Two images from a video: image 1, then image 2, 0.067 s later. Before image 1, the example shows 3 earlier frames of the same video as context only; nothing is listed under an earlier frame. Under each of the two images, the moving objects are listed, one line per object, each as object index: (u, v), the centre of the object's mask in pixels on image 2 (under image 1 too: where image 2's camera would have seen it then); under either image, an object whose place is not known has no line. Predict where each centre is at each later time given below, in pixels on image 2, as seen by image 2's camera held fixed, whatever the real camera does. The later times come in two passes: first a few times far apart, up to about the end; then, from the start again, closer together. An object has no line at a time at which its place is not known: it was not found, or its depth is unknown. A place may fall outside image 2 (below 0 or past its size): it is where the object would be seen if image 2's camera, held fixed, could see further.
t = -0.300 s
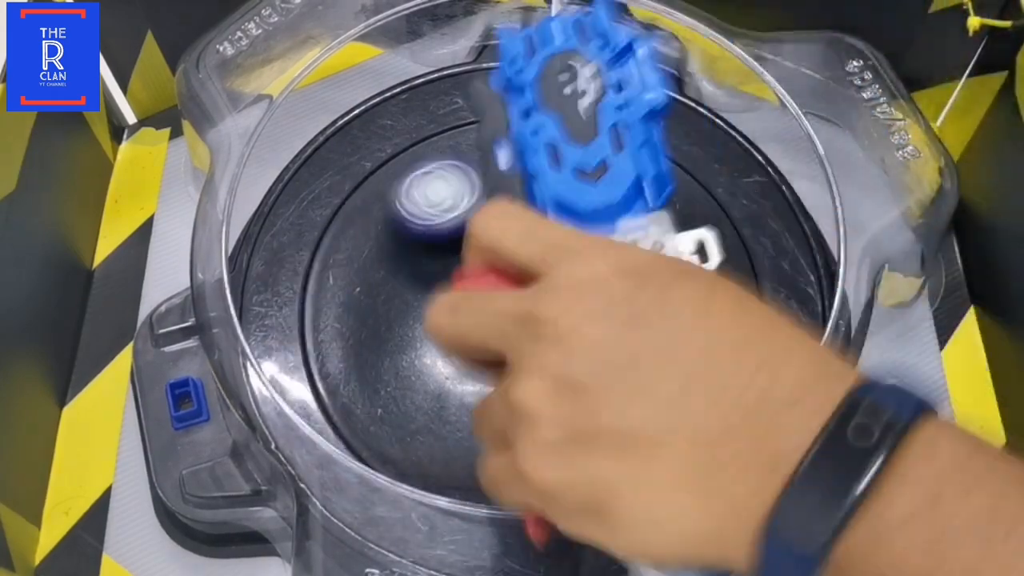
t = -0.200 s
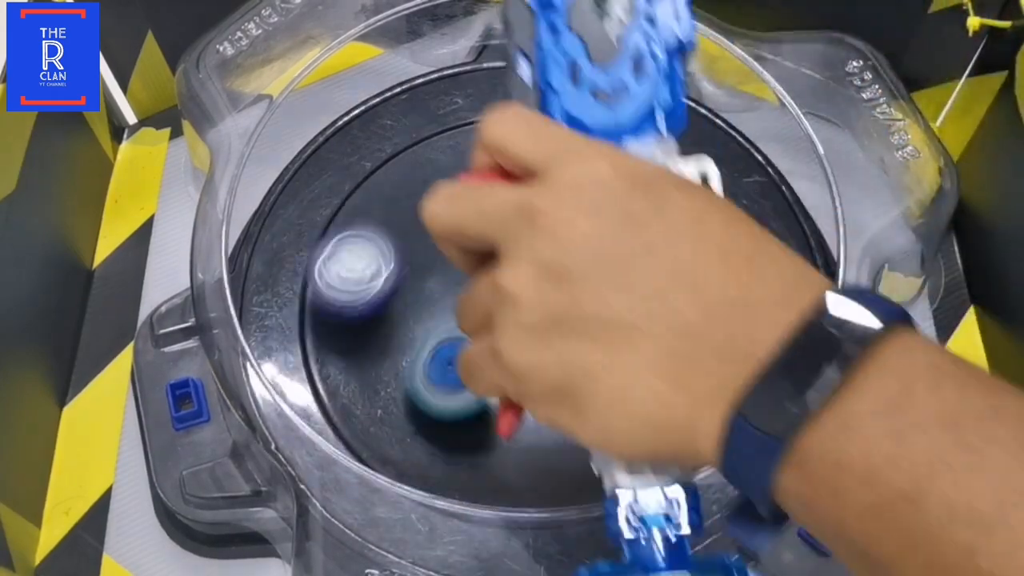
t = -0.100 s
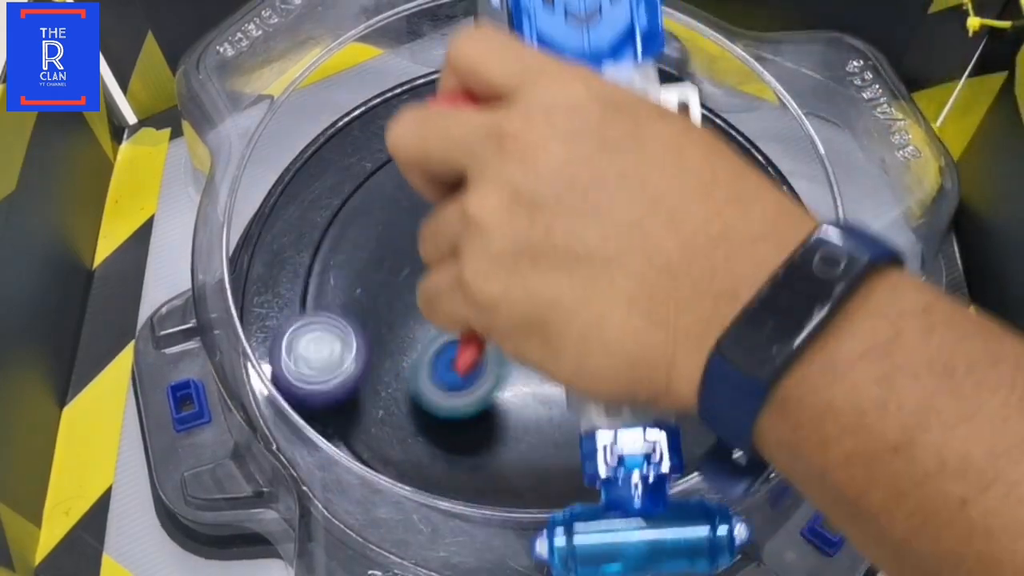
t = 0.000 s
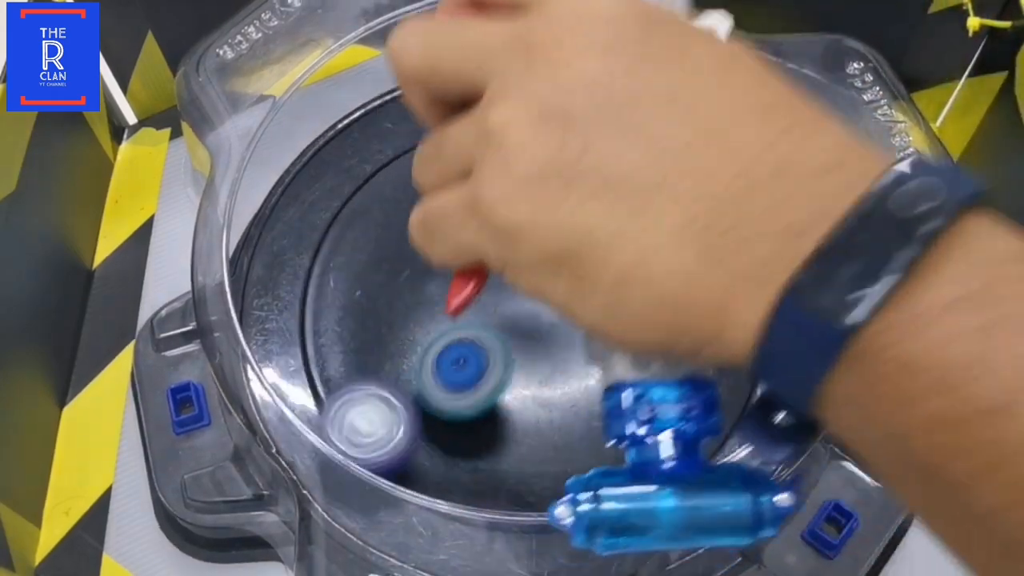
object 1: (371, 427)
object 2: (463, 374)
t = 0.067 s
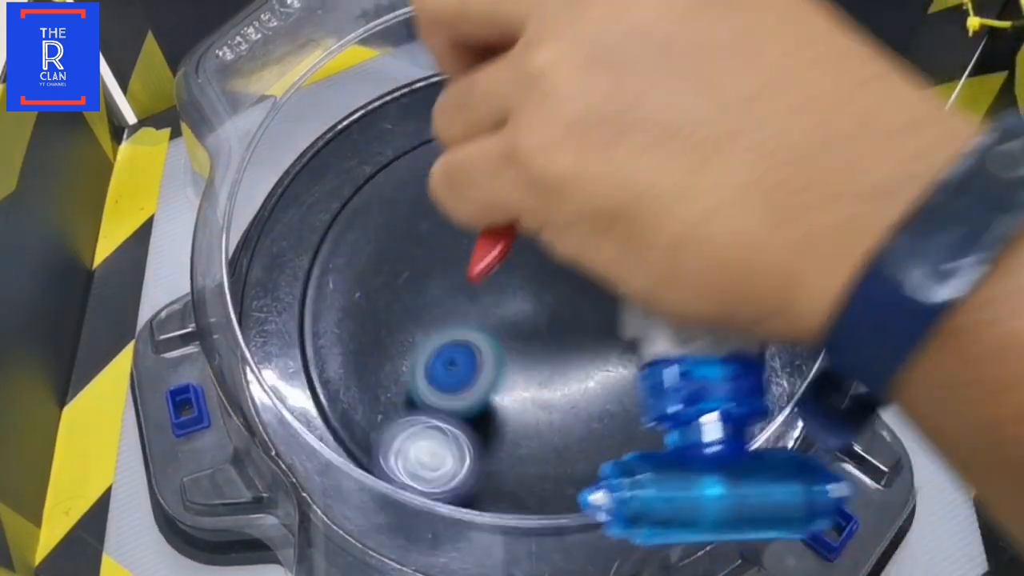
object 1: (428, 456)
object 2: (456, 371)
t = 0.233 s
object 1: (592, 429)
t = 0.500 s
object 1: (606, 218)
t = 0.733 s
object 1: (458, 181)
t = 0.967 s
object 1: (379, 283)
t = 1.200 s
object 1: (369, 225)
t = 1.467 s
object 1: (445, 235)
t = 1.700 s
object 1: (565, 237)
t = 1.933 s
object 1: (635, 221)
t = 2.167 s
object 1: (636, 218)
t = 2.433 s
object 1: (590, 343)
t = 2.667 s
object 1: (694, 387)
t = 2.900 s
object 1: (630, 324)
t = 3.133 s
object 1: (495, 326)
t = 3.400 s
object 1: (398, 378)
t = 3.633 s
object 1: (345, 375)
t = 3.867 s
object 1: (335, 301)
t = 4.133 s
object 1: (414, 231)
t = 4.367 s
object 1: (414, 154)
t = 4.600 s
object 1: (431, 186)
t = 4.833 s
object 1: (521, 236)
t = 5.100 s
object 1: (625, 288)
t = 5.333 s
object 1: (666, 336)
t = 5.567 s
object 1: (629, 378)
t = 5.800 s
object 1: (569, 407)
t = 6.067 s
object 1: (465, 375)
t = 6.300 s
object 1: (422, 324)
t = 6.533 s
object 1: (439, 260)
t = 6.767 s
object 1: (492, 218)
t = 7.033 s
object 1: (580, 218)
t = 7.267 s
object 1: (630, 243)
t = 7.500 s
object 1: (633, 284)
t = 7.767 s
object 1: (578, 357)
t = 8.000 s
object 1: (502, 385)
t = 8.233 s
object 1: (439, 374)
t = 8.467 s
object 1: (442, 319)
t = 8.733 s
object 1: (470, 246)
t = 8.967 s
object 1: (499, 223)
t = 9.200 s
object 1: (538, 231)
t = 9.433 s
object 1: (586, 254)
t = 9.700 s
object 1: (593, 281)
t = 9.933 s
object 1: (589, 314)
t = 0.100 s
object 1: (462, 464)
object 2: (465, 370)
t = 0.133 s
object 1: (498, 466)
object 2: (456, 367)
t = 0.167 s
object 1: (531, 462)
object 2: (460, 375)
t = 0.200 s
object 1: (564, 450)
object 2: (465, 368)
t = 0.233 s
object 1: (592, 429)
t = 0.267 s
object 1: (614, 404)
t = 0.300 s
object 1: (631, 375)
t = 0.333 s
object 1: (641, 346)
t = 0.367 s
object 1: (644, 312)
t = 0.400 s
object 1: (639, 283)
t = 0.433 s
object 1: (633, 259)
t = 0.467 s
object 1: (620, 236)
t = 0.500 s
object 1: (606, 218)
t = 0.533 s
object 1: (588, 201)
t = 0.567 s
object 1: (567, 190)
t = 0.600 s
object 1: (547, 181)
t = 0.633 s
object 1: (525, 175)
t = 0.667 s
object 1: (503, 174)
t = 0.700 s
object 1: (480, 174)
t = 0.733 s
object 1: (458, 181)
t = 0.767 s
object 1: (436, 191)
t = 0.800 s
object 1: (414, 208)
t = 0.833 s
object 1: (399, 232)
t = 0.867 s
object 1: (391, 256)
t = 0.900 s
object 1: (390, 288)
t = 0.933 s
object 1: (392, 301)
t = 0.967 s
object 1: (379, 283)
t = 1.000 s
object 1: (373, 267)
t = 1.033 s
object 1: (370, 256)
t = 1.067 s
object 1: (369, 247)
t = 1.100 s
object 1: (369, 241)
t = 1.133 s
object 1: (368, 237)
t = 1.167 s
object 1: (368, 231)
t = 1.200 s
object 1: (369, 225)
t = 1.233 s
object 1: (371, 219)
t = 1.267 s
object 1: (376, 214)
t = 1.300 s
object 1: (383, 211)
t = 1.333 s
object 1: (392, 212)
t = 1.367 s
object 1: (401, 215)
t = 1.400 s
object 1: (413, 222)
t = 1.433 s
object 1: (427, 229)
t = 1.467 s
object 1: (445, 235)
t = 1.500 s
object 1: (465, 239)
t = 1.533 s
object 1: (483, 240)
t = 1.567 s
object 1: (501, 240)
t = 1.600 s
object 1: (518, 239)
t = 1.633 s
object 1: (535, 239)
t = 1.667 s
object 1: (550, 238)
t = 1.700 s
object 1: (565, 237)
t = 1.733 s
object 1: (579, 236)
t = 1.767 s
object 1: (590, 234)
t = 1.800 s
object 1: (603, 232)
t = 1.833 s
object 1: (611, 229)
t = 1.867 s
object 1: (621, 227)
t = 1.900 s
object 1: (628, 224)
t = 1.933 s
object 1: (635, 221)
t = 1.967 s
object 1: (641, 218)
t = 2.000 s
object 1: (647, 215)
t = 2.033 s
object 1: (652, 211)
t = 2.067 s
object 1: (652, 209)
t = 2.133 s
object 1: (644, 213)
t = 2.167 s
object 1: (636, 218)
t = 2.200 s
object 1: (626, 229)
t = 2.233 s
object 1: (618, 241)
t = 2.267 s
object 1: (609, 258)
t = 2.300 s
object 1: (602, 275)
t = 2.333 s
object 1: (595, 293)
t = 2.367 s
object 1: (590, 310)
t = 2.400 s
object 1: (587, 327)
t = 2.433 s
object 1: (590, 343)
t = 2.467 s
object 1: (610, 359)
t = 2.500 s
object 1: (628, 372)
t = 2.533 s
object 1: (644, 383)
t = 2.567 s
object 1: (657, 388)
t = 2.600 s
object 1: (671, 390)
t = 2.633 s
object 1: (683, 390)
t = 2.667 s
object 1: (694, 387)
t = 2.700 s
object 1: (704, 380)
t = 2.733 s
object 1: (708, 369)
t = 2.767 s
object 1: (704, 357)
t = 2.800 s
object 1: (692, 345)
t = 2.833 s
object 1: (676, 336)
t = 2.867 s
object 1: (653, 329)
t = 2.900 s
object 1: (630, 324)
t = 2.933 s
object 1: (602, 322)
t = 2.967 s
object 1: (576, 322)
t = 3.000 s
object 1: (558, 321)
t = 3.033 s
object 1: (545, 320)
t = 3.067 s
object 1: (531, 320)
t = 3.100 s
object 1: (513, 324)
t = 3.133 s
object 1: (495, 326)
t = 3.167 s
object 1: (472, 329)
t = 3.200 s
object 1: (451, 334)
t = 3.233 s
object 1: (436, 337)
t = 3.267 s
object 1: (422, 343)
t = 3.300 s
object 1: (411, 348)
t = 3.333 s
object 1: (404, 357)
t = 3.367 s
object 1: (399, 366)
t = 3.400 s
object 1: (398, 378)
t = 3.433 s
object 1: (401, 388)
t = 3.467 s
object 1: (396, 392)
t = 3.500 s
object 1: (382, 392)
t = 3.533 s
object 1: (369, 389)
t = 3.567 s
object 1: (359, 384)
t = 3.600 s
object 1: (352, 380)
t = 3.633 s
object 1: (345, 375)
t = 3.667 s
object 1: (338, 368)
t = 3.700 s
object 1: (334, 359)
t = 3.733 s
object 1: (331, 350)
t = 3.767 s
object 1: (330, 339)
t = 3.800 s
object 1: (330, 327)
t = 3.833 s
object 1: (331, 314)
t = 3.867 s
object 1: (335, 301)
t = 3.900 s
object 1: (339, 288)
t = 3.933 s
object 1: (346, 276)
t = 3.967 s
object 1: (355, 264)
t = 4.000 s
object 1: (364, 254)
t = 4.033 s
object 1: (375, 244)
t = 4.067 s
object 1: (386, 238)
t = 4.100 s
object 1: (401, 233)
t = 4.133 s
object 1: (414, 231)
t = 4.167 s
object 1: (428, 229)
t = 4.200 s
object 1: (447, 226)
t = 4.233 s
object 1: (462, 223)
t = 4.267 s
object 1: (465, 212)
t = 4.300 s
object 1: (441, 187)
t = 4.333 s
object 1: (424, 167)
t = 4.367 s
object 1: (414, 154)
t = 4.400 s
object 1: (406, 146)
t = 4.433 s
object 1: (407, 150)
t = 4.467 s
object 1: (410, 156)
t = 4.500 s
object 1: (413, 163)
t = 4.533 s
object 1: (417, 169)
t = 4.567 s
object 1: (423, 176)
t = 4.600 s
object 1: (431, 186)
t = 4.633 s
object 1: (442, 200)
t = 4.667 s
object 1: (455, 213)
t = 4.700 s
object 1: (470, 225)
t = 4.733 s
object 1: (484, 232)
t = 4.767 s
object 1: (494, 230)
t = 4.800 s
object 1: (506, 232)
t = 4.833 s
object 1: (521, 236)
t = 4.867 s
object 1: (535, 242)
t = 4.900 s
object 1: (550, 249)
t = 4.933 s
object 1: (564, 255)
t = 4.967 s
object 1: (578, 262)
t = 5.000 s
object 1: (591, 269)
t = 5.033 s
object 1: (603, 275)
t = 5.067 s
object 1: (614, 282)
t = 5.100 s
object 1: (625, 288)
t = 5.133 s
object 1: (634, 295)
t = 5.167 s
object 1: (642, 302)
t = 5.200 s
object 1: (649, 308)
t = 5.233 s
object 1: (655, 314)
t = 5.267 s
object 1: (661, 322)
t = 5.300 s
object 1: (665, 330)
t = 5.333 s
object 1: (666, 336)
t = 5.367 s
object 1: (667, 343)
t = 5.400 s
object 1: (665, 349)
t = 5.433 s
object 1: (660, 354)
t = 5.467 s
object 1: (653, 357)
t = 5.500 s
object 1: (642, 361)
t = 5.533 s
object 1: (633, 368)
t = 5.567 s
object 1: (629, 378)
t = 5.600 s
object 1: (625, 386)
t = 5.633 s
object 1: (618, 394)
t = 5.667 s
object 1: (611, 400)
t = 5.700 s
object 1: (603, 404)
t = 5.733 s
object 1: (594, 406)
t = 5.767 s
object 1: (582, 407)
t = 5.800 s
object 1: (569, 407)
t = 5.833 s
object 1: (556, 407)
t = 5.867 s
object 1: (542, 405)
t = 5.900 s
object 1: (527, 403)
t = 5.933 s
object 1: (514, 399)
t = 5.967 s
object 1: (499, 394)
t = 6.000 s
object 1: (487, 389)
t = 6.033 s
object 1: (475, 382)
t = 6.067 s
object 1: (465, 375)
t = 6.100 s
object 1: (456, 369)
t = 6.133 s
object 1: (447, 363)
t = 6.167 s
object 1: (440, 358)
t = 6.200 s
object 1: (434, 350)
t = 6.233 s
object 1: (428, 341)
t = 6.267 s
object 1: (424, 333)
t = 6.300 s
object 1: (422, 324)
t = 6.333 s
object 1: (420, 313)
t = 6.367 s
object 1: (419, 304)
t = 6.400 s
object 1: (421, 295)
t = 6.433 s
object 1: (423, 286)
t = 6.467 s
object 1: (426, 276)
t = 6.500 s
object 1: (432, 268)
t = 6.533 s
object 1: (439, 260)
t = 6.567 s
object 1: (445, 252)
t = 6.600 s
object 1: (451, 245)
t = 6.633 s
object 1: (458, 238)
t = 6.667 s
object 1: (466, 232)
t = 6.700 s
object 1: (474, 227)
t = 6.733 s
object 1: (483, 222)
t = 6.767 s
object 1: (492, 218)
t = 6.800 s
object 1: (500, 216)
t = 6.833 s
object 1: (512, 213)
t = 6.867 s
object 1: (523, 212)
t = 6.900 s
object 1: (534, 212)
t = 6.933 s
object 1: (546, 212)
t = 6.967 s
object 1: (558, 212)
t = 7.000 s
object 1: (570, 215)
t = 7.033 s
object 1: (580, 218)
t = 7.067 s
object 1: (589, 220)
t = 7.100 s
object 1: (598, 224)
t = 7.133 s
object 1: (606, 227)
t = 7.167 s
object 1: (613, 232)
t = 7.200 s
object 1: (619, 236)
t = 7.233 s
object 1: (626, 240)
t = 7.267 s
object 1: (630, 243)
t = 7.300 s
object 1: (633, 246)
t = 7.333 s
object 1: (635, 251)
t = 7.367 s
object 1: (638, 257)
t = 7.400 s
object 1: (640, 262)
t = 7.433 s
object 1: (638, 268)
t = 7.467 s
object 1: (637, 277)
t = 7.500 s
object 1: (633, 284)
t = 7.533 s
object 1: (628, 293)
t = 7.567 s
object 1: (622, 303)
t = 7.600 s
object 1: (616, 314)
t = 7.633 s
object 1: (608, 323)
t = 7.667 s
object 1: (600, 333)
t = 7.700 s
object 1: (594, 343)
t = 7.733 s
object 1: (585, 350)
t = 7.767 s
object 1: (578, 357)
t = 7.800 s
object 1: (566, 365)
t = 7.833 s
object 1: (558, 371)
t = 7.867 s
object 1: (547, 376)
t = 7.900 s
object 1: (536, 380)
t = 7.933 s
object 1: (525, 383)
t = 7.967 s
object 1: (513, 385)
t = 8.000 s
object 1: (502, 385)
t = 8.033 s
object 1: (491, 384)
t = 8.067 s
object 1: (480, 383)
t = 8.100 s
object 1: (469, 382)
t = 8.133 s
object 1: (461, 380)
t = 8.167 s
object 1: (453, 377)
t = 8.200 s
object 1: (445, 376)
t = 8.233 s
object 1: (439, 374)
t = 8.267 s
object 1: (435, 368)
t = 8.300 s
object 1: (433, 363)
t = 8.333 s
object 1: (432, 355)
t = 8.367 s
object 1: (432, 348)
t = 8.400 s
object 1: (434, 339)
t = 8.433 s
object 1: (437, 331)
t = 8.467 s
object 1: (442, 319)
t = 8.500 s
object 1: (446, 310)
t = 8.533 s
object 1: (452, 299)
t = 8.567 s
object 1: (458, 290)
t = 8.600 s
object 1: (465, 279)
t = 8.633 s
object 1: (465, 270)
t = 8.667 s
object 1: (466, 261)
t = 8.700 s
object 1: (467, 253)
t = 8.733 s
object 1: (470, 246)
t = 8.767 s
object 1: (472, 239)
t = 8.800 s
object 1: (474, 233)
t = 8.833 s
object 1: (478, 229)
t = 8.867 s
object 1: (483, 226)
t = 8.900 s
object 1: (488, 223)
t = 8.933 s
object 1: (493, 222)
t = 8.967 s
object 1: (499, 223)
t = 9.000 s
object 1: (506, 226)
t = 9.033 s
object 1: (512, 226)
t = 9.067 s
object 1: (518, 227)
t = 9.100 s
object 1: (523, 226)
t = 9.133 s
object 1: (529, 227)
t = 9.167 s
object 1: (533, 227)
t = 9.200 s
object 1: (538, 231)
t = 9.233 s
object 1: (544, 234)
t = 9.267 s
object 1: (549, 239)
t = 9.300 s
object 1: (557, 245)
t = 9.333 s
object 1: (563, 251)
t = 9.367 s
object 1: (571, 252)
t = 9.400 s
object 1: (579, 253)
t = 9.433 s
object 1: (586, 254)
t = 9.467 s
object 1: (590, 256)
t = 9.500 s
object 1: (594, 257)
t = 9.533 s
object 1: (597, 261)
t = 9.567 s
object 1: (598, 263)
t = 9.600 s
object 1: (599, 266)
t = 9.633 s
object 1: (598, 271)
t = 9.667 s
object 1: (595, 276)
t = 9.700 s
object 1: (593, 281)
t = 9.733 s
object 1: (590, 288)
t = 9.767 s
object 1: (586, 296)
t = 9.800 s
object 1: (587, 300)
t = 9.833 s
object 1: (589, 304)
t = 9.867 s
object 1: (591, 308)
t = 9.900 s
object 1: (589, 312)
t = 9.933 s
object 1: (589, 314)
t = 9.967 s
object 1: (588, 317)
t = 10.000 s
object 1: (587, 322)
